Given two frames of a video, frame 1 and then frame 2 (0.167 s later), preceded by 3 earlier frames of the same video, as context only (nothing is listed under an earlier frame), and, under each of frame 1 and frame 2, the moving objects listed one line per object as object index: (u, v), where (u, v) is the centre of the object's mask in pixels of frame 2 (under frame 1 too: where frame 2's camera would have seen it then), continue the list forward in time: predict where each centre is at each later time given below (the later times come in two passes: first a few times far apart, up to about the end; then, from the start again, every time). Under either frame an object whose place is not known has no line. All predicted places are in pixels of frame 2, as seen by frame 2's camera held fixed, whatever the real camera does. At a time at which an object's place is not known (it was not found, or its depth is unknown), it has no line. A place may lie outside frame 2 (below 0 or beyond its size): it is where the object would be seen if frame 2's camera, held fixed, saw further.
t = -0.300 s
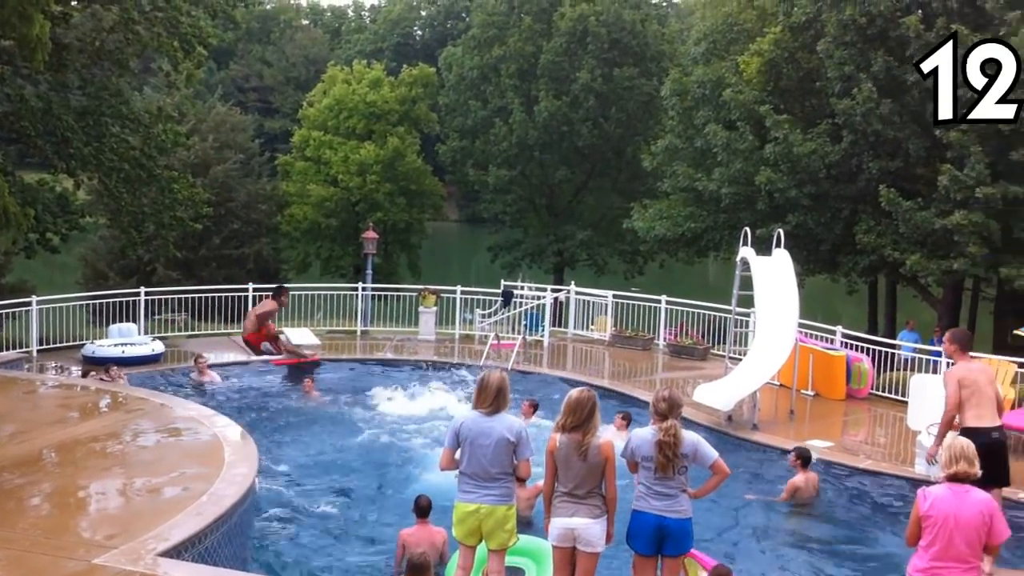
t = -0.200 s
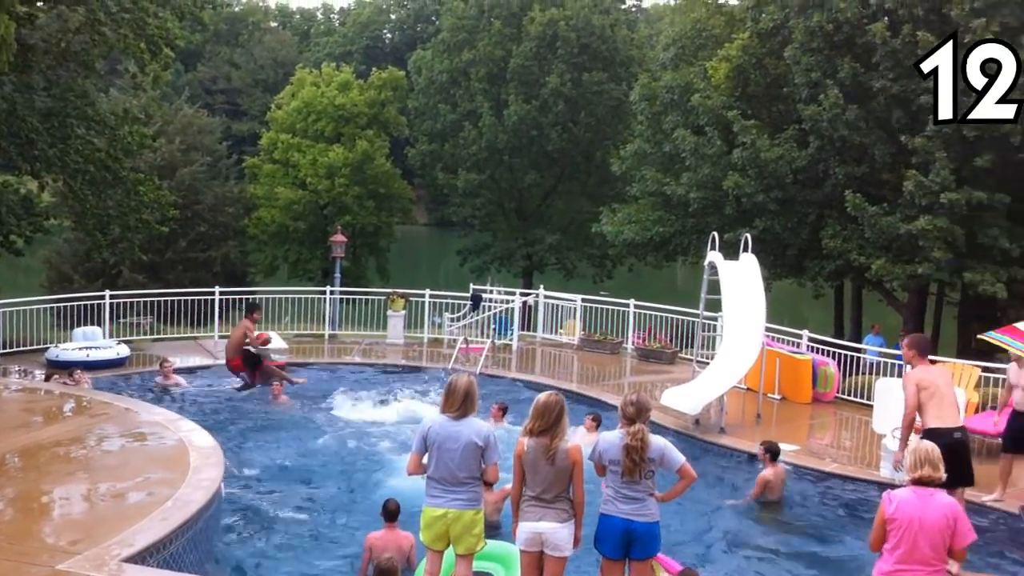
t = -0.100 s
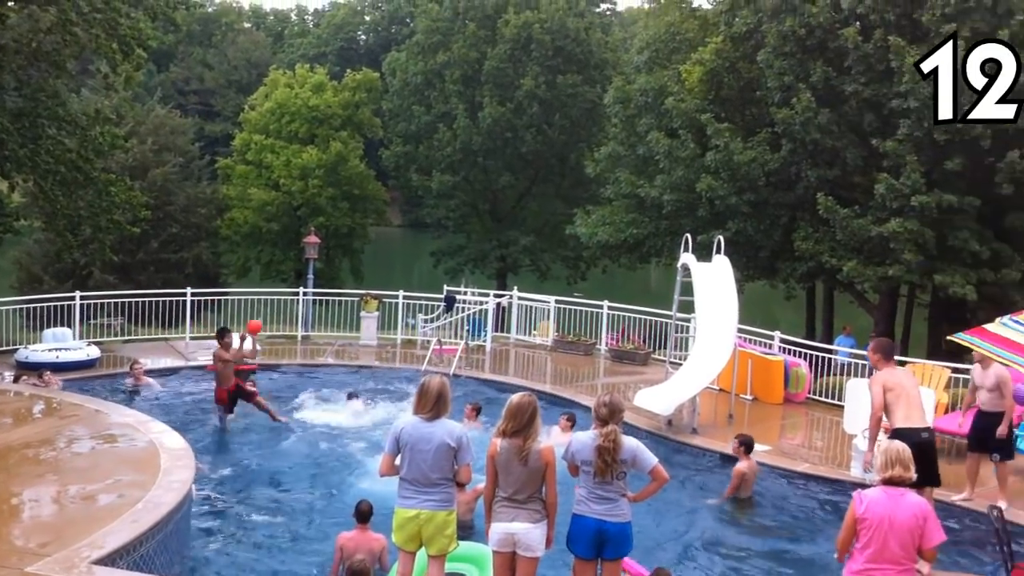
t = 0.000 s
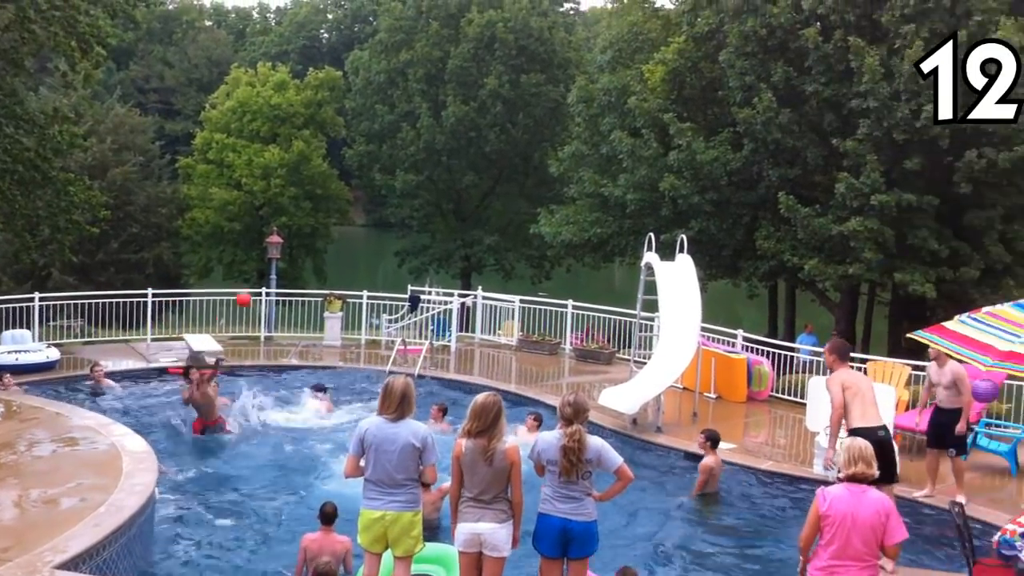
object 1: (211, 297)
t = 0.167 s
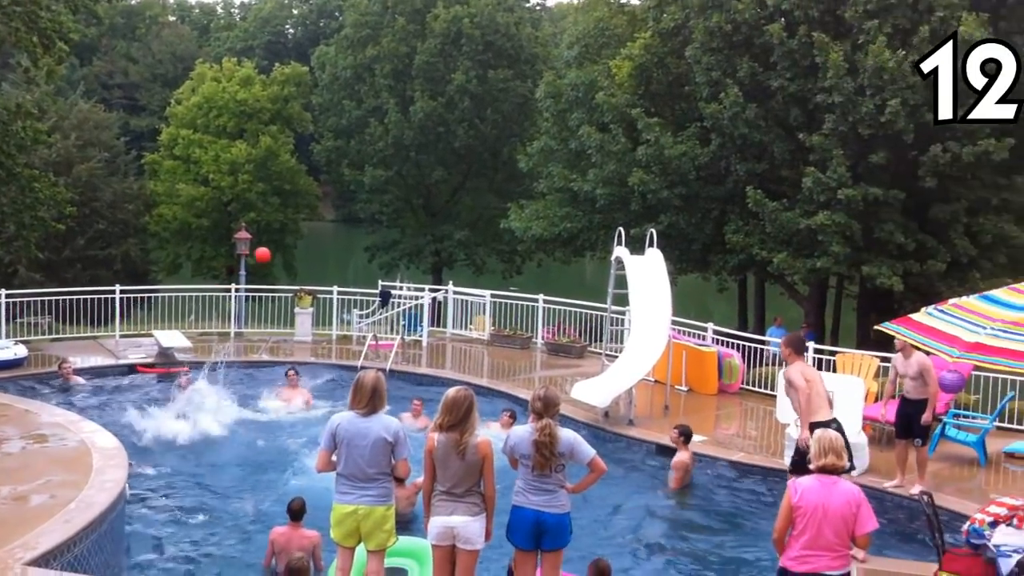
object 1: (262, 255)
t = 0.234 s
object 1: (280, 245)
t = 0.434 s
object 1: (347, 233)
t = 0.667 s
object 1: (428, 265)
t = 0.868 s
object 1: (501, 336)
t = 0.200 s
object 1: (271, 250)
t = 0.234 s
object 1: (280, 245)
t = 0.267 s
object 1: (291, 241)
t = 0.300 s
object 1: (303, 238)
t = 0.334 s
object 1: (314, 235)
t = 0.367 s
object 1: (324, 234)
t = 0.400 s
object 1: (335, 233)
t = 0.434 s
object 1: (347, 233)
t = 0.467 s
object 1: (359, 235)
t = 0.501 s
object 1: (370, 237)
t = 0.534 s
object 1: (381, 241)
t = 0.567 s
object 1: (394, 245)
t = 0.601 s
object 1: (405, 250)
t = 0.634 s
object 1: (417, 257)
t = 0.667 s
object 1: (428, 265)
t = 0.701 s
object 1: (440, 274)
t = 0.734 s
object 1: (452, 284)
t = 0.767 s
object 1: (464, 296)
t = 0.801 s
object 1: (476, 309)
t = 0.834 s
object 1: (488, 322)
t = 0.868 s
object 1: (501, 336)
